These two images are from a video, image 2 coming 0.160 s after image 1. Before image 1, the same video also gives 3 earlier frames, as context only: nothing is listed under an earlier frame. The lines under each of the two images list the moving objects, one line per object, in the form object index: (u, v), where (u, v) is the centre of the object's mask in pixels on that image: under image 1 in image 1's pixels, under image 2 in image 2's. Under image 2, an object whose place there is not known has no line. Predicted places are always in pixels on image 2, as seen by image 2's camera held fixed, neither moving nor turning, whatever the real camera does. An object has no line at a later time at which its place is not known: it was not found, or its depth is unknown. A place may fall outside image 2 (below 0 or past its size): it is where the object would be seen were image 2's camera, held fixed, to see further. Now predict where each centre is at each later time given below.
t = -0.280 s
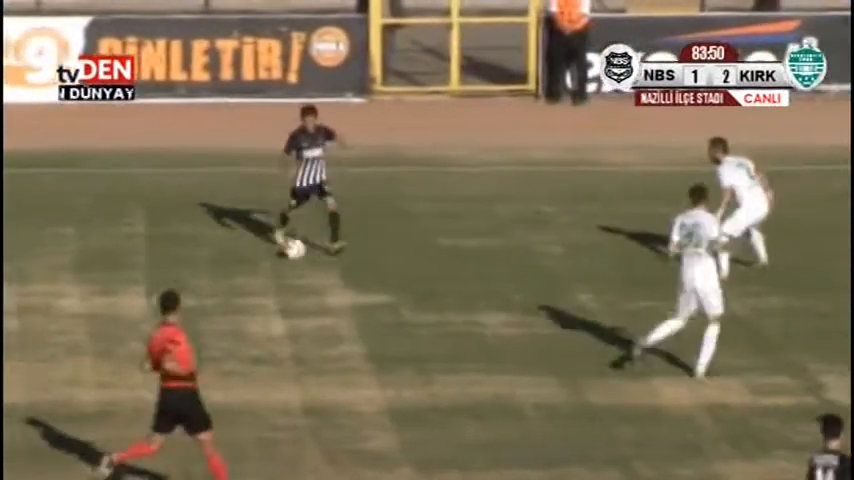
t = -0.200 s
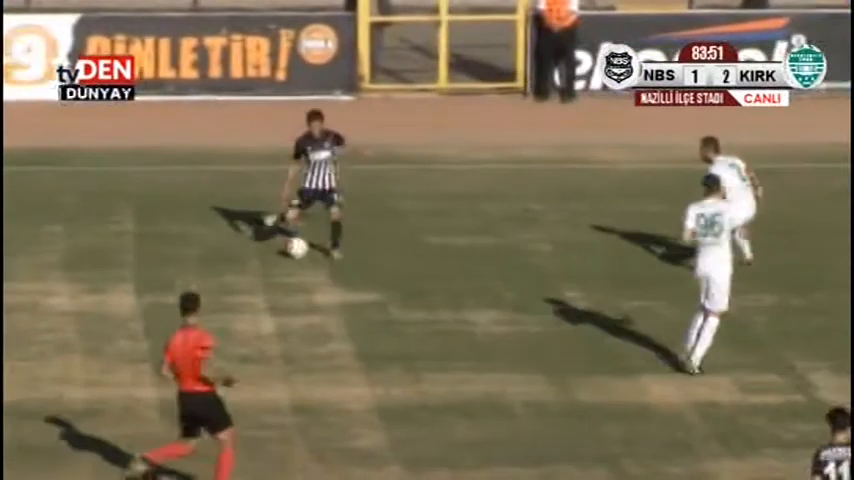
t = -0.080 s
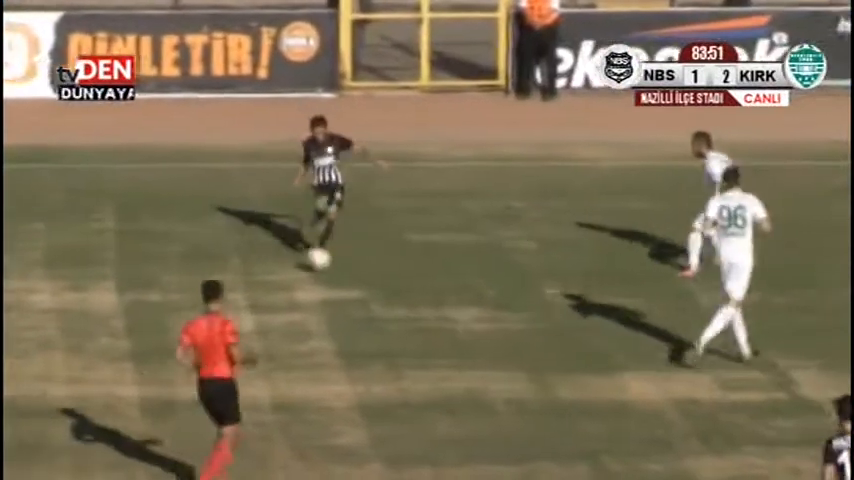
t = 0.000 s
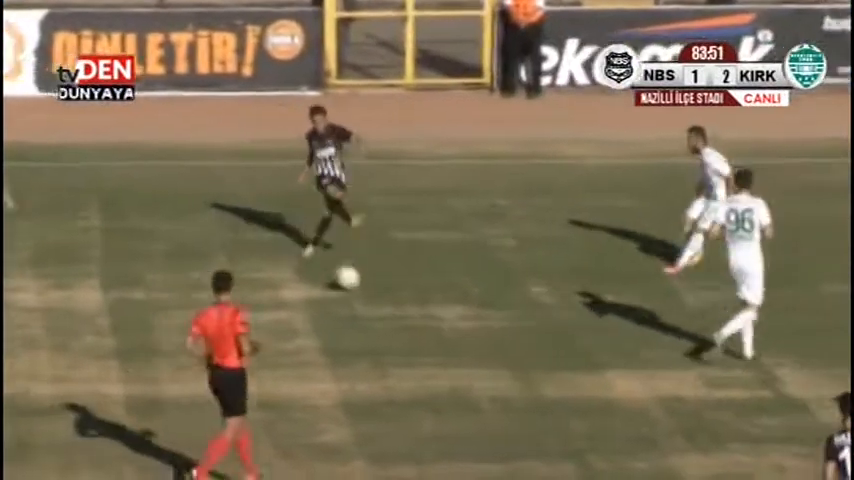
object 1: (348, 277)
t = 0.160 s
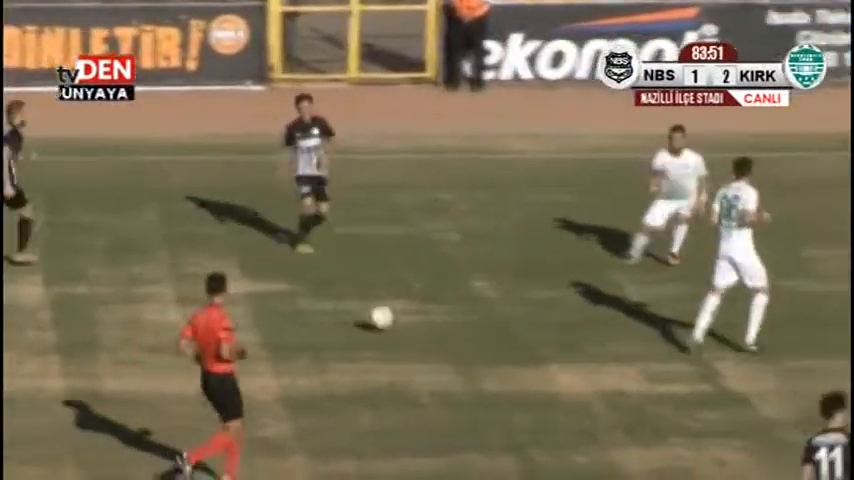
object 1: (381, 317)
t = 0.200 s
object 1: (404, 324)
